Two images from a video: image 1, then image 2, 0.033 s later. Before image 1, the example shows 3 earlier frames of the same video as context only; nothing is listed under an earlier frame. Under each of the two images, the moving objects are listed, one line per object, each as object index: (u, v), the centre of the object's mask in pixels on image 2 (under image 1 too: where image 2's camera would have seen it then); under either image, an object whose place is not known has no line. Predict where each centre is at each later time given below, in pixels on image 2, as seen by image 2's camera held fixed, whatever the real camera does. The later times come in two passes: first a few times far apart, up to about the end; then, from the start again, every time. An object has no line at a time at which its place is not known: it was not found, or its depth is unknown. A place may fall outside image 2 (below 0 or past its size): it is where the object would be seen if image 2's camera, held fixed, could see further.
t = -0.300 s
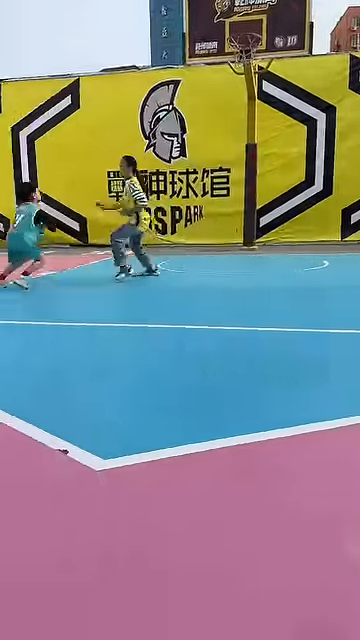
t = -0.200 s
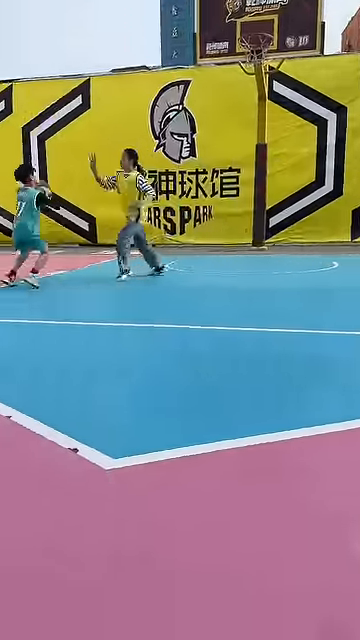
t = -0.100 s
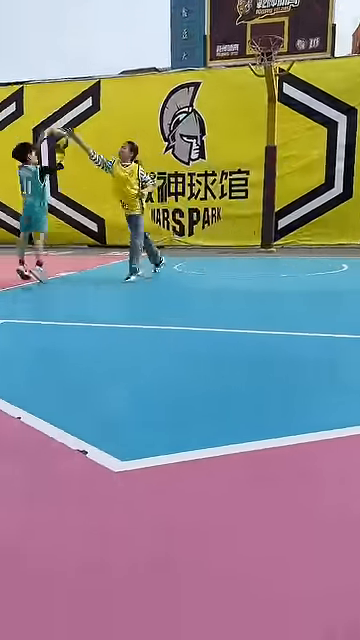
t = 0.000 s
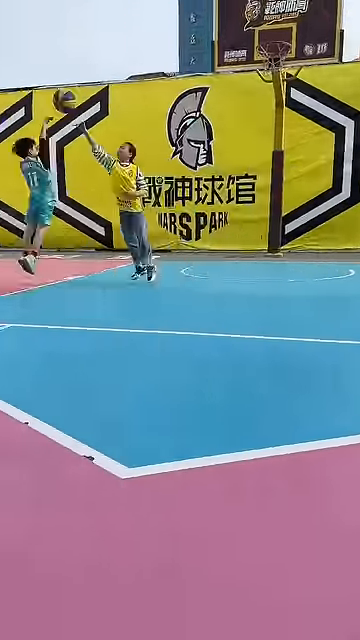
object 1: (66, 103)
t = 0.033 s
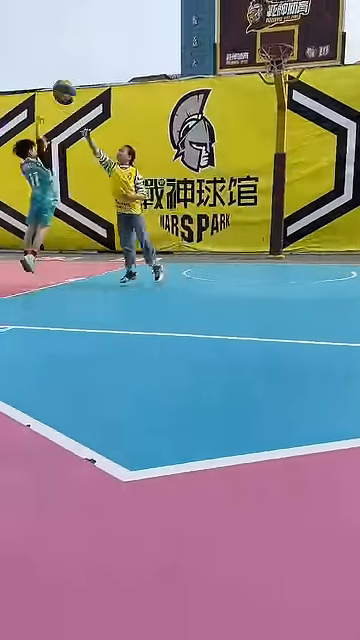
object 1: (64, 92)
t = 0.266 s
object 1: (50, 40)
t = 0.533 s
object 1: (38, 51)
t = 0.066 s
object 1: (62, 81)
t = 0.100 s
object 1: (60, 72)
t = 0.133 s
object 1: (58, 64)
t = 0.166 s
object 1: (56, 56)
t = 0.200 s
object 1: (54, 50)
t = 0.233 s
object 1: (53, 44)
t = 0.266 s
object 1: (50, 40)
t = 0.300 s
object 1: (49, 37)
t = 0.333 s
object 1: (47, 36)
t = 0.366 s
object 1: (45, 35)
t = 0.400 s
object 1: (44, 36)
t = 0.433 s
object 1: (42, 38)
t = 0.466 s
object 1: (41, 41)
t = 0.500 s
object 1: (39, 46)
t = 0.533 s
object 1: (38, 51)
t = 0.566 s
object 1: (36, 59)
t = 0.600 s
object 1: (35, 67)
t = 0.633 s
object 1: (33, 76)
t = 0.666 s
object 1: (32, 87)
